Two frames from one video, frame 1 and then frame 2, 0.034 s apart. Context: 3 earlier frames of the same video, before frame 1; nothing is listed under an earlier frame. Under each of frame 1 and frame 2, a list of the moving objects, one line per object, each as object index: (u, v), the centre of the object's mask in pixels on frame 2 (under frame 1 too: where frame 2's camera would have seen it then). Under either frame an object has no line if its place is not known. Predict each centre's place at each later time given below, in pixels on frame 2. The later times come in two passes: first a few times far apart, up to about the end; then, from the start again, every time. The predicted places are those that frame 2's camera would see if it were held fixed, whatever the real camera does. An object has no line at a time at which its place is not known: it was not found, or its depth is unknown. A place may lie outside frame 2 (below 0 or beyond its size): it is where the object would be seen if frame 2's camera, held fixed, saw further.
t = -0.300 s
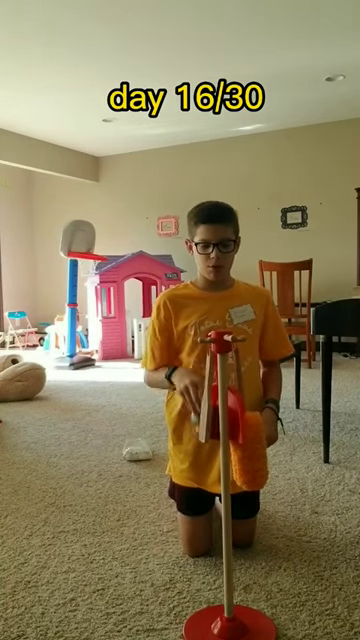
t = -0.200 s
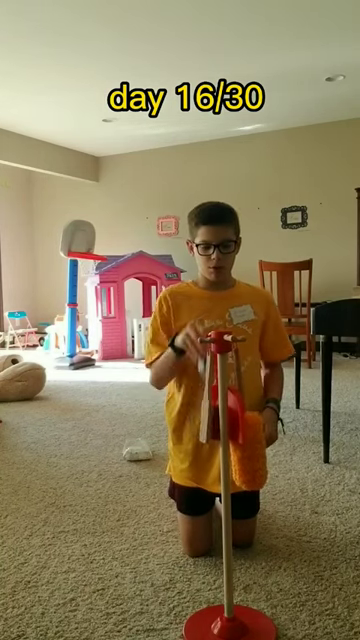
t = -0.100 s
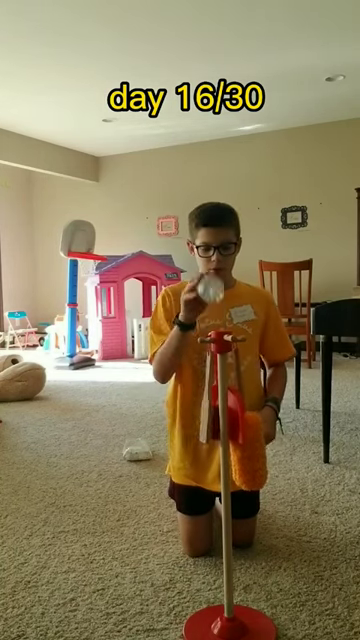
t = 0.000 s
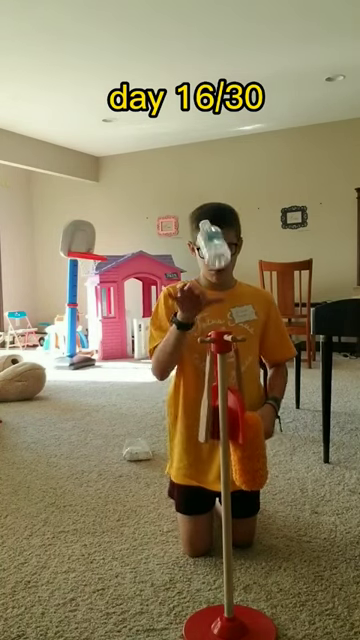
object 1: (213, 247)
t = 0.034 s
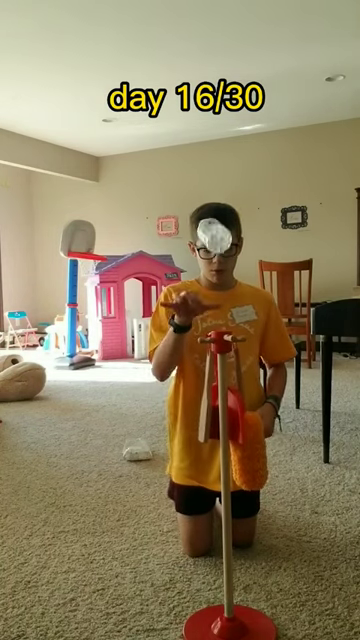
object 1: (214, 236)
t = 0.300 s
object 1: (220, 300)
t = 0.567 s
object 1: (217, 301)
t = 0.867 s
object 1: (219, 301)
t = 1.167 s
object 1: (219, 300)
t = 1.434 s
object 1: (218, 301)
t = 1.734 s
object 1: (219, 300)
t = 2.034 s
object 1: (218, 301)
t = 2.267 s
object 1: (219, 301)
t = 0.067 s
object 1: (216, 230)
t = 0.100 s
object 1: (217, 228)
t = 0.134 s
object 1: (218, 231)
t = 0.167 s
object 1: (218, 240)
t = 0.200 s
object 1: (219, 255)
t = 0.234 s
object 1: (219, 273)
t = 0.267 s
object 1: (221, 298)
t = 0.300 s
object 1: (220, 300)
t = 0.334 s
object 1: (220, 300)
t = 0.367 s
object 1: (220, 300)
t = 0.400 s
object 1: (219, 300)
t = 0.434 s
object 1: (218, 300)
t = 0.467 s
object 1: (218, 301)
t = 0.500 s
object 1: (217, 300)
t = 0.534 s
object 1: (217, 301)
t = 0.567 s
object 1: (217, 301)
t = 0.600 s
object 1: (218, 301)
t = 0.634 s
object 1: (218, 300)
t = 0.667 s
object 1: (219, 301)
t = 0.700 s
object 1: (218, 301)
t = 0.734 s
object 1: (218, 301)
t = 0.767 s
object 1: (218, 301)
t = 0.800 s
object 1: (218, 301)
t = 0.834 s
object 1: (219, 301)
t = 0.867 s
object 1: (219, 301)
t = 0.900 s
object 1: (219, 300)
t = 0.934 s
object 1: (219, 300)
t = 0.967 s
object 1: (219, 300)
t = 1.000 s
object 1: (219, 300)
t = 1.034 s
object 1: (219, 300)
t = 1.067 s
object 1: (219, 300)
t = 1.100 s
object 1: (219, 300)
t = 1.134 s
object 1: (219, 300)
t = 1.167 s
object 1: (219, 300)
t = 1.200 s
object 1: (219, 301)
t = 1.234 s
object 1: (218, 300)
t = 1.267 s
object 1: (219, 301)
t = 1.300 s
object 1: (219, 301)
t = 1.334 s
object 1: (218, 301)
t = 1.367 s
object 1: (218, 301)
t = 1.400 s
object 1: (218, 301)
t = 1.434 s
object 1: (218, 301)
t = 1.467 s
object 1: (218, 301)
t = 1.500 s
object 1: (218, 300)
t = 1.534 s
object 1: (219, 301)
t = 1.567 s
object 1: (218, 301)
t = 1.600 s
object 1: (219, 301)
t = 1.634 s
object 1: (219, 301)
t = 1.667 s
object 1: (219, 301)
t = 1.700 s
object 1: (219, 301)
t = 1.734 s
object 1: (219, 300)
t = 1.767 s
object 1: (219, 301)
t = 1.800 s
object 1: (219, 301)
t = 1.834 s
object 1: (219, 301)
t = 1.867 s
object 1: (219, 301)
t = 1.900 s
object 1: (218, 300)
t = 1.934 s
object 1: (218, 301)
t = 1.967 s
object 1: (219, 301)
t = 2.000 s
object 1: (219, 301)
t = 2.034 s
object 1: (218, 301)
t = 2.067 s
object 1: (219, 301)
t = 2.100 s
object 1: (219, 301)
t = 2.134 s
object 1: (219, 301)
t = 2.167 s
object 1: (218, 300)
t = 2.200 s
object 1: (218, 300)
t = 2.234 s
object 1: (219, 301)
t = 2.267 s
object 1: (219, 301)
